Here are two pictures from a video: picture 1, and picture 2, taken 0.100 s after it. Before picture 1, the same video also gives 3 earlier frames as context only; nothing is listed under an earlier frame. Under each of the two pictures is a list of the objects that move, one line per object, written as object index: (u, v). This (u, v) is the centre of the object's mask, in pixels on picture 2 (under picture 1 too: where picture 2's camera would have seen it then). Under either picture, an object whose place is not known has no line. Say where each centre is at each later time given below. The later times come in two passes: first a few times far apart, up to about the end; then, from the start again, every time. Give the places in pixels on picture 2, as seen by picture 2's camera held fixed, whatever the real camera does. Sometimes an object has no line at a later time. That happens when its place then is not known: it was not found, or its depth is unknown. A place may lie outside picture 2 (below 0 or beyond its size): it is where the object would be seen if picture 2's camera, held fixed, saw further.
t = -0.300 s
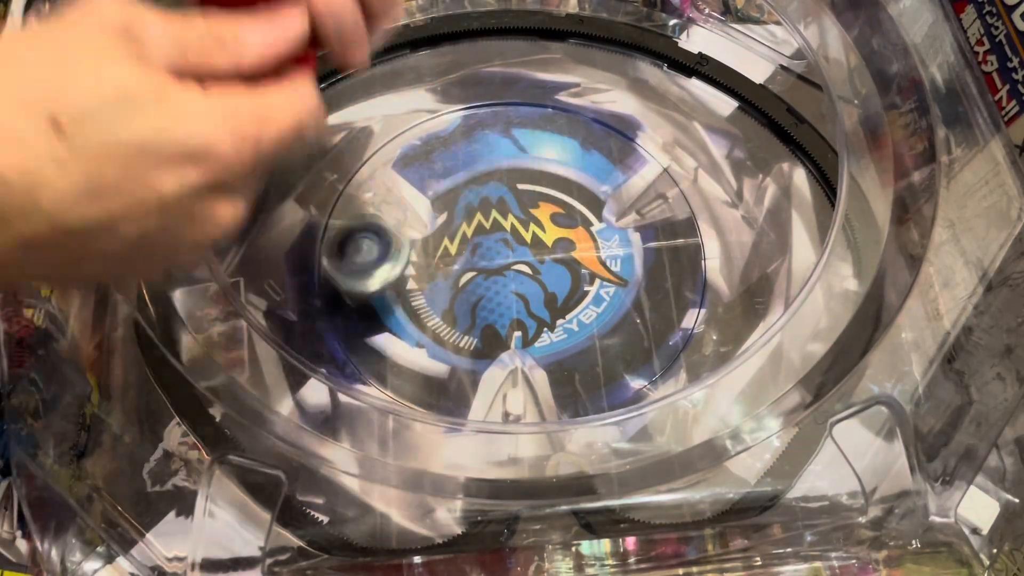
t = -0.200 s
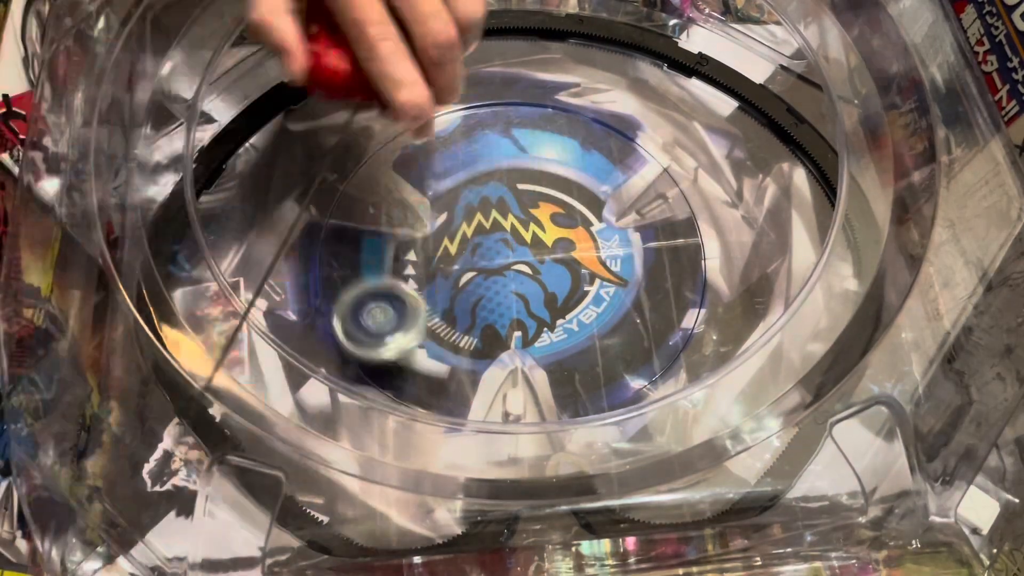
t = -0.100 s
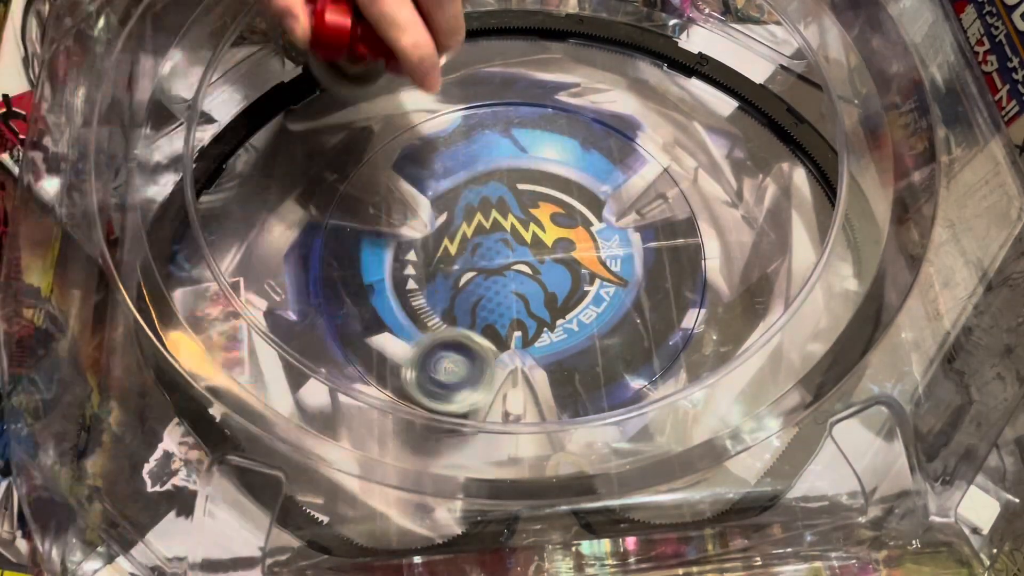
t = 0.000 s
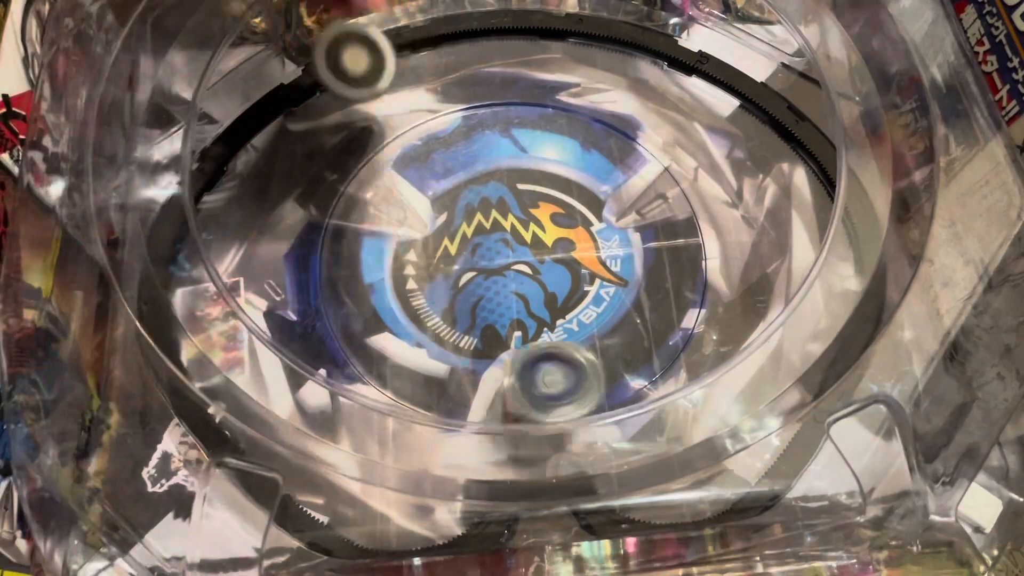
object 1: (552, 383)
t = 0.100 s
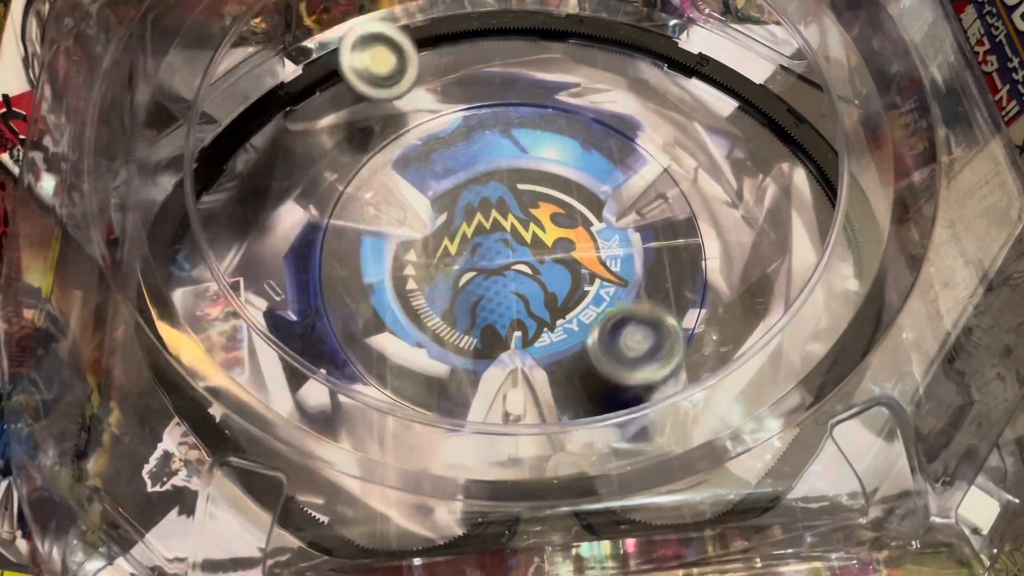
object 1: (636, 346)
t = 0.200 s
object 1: (666, 271)
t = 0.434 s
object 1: (576, 170)
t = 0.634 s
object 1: (511, 312)
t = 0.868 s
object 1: (509, 341)
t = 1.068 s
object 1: (445, 380)
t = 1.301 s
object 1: (509, 313)
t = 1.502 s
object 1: (541, 232)
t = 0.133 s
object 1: (653, 322)
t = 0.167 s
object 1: (664, 297)
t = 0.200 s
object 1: (666, 271)
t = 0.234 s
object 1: (660, 245)
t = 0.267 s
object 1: (650, 219)
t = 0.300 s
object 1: (634, 194)
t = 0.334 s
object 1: (613, 173)
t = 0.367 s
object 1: (589, 156)
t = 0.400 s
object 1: (580, 156)
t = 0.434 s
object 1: (576, 170)
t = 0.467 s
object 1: (568, 199)
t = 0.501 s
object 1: (560, 240)
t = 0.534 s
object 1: (547, 260)
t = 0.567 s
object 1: (535, 282)
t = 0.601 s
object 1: (521, 298)
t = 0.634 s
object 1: (511, 312)
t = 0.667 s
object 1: (502, 323)
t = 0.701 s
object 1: (496, 333)
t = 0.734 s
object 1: (493, 339)
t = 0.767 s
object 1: (493, 343)
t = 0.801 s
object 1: (496, 345)
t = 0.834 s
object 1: (501, 344)
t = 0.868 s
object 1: (509, 341)
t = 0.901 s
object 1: (494, 353)
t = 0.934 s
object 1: (476, 369)
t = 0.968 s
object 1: (462, 377)
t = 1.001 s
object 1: (453, 381)
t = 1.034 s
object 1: (448, 381)
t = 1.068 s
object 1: (445, 380)
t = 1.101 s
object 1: (447, 376)
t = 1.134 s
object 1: (452, 372)
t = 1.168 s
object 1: (462, 361)
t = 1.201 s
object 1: (472, 351)
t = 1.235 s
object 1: (483, 338)
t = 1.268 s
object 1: (496, 326)
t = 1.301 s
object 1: (509, 313)
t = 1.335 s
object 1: (519, 301)
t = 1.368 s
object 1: (529, 285)
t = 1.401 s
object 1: (536, 272)
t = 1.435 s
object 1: (539, 258)
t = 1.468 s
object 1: (541, 245)
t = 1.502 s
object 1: (541, 232)
